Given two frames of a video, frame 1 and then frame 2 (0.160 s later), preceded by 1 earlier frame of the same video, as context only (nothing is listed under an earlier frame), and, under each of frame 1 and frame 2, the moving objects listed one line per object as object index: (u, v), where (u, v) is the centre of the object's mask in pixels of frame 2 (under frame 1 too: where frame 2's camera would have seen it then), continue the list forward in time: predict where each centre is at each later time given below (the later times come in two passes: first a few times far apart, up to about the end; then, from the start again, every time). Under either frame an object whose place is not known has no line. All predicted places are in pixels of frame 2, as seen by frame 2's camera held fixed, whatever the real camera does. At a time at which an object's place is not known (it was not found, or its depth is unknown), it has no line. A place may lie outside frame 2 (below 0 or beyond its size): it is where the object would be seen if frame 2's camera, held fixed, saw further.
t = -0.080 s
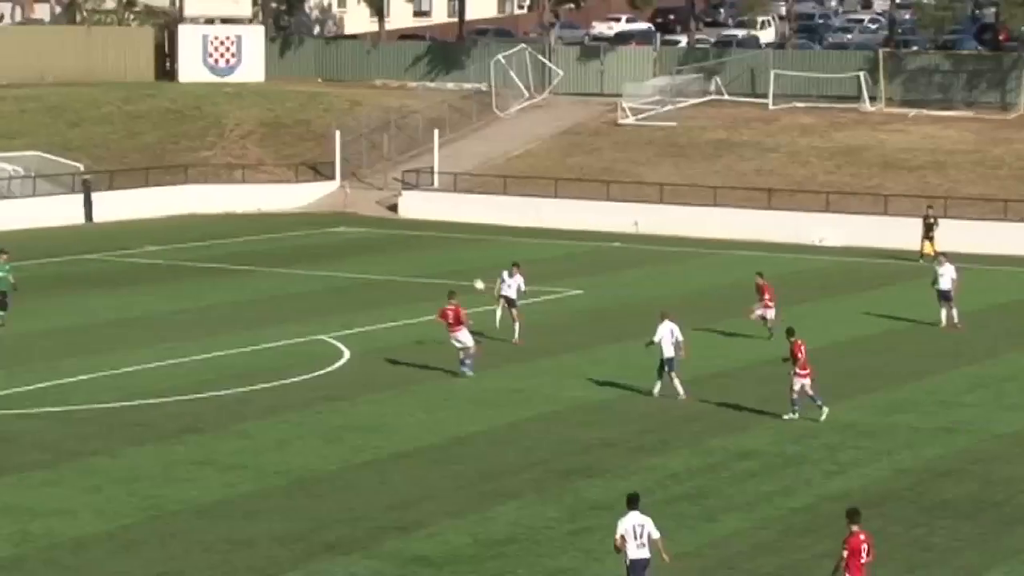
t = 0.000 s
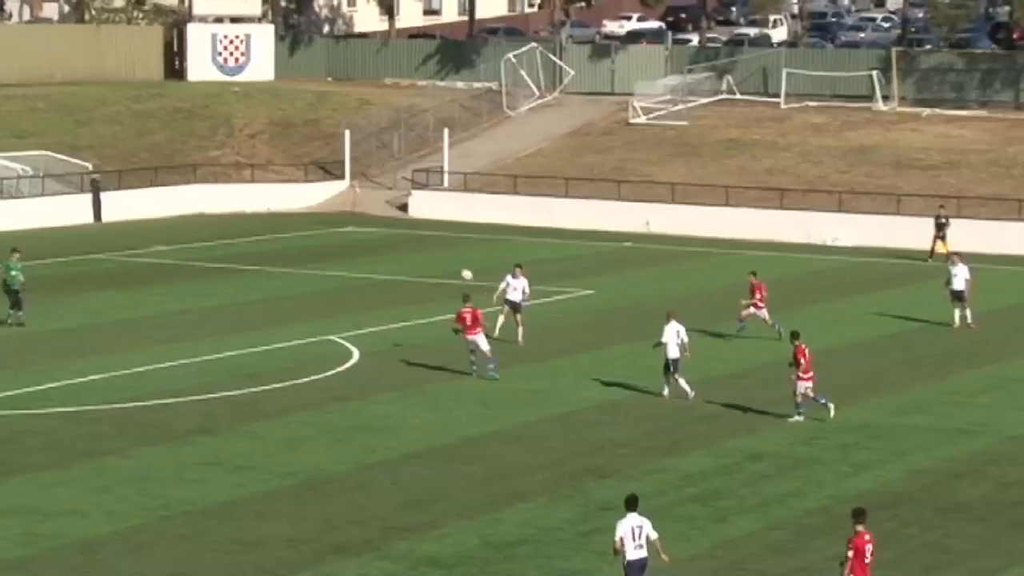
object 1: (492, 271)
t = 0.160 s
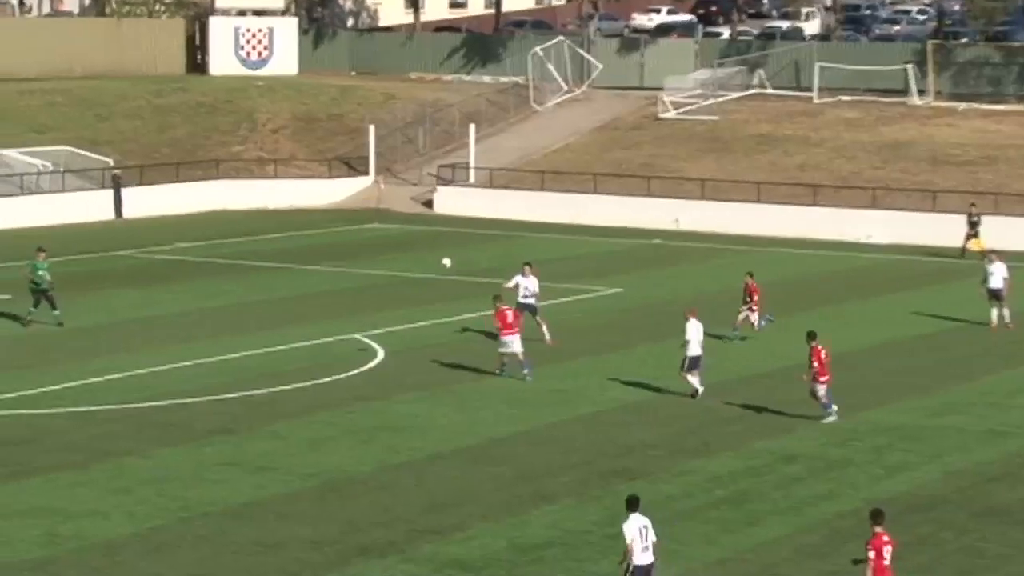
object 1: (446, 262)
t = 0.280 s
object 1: (408, 265)
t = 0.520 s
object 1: (332, 295)
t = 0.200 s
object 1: (432, 262)
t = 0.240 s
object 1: (420, 263)
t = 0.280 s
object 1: (408, 265)
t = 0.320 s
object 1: (396, 267)
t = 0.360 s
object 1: (384, 271)
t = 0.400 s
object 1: (372, 275)
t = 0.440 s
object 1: (359, 280)
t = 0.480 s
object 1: (346, 287)
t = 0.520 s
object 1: (332, 295)
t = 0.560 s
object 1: (318, 303)
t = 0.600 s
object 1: (306, 313)
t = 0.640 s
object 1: (293, 324)
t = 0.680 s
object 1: (280, 335)
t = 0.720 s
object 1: (267, 348)
